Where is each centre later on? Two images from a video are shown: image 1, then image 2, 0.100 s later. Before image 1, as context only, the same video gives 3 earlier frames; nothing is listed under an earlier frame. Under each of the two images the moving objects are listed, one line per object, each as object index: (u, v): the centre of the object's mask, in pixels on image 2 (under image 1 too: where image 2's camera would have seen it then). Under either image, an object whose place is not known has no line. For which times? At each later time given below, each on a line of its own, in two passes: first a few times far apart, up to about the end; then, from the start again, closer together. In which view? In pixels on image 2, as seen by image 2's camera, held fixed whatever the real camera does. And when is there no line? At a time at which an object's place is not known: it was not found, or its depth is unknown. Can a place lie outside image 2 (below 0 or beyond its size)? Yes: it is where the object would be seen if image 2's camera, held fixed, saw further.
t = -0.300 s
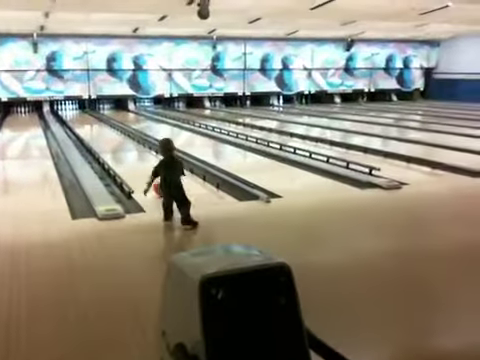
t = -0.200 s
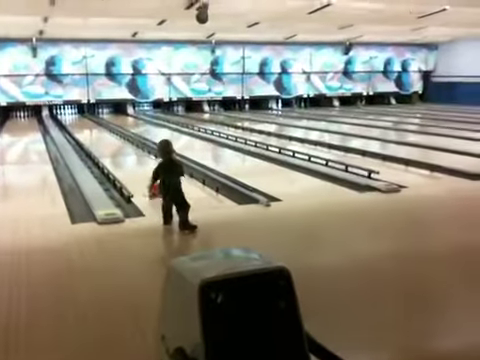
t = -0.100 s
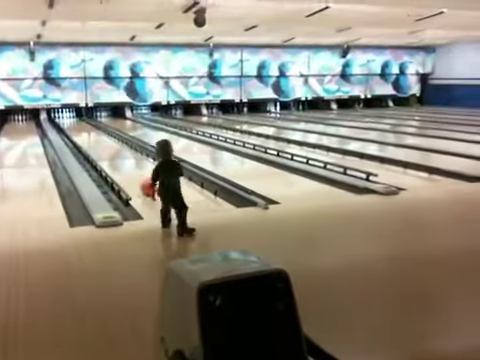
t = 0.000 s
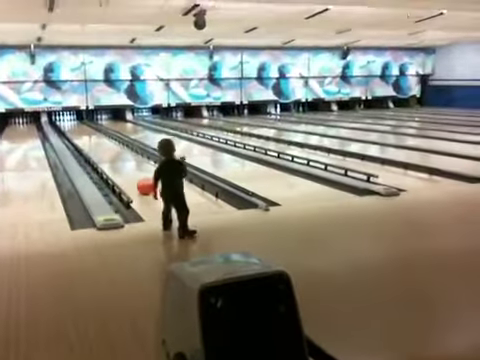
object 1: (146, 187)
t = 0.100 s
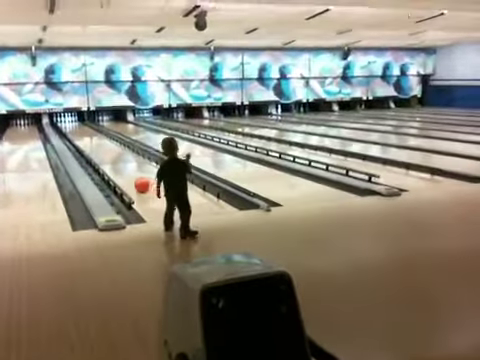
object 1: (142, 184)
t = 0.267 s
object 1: (135, 180)
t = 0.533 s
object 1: (126, 174)
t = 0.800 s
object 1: (119, 170)
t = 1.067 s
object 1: (113, 165)
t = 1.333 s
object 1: (106, 159)
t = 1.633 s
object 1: (102, 155)
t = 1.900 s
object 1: (97, 152)
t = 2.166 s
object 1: (94, 149)
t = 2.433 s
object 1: (91, 149)
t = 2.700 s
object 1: (88, 146)
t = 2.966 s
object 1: (87, 145)
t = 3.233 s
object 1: (84, 142)
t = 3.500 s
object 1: (83, 141)
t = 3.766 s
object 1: (81, 139)
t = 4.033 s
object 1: (80, 136)
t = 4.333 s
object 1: (79, 134)
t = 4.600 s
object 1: (78, 133)
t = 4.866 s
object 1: (79, 133)
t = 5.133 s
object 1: (79, 132)
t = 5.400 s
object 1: (79, 130)
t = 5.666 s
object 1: (79, 128)
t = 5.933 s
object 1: (79, 129)
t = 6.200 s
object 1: (79, 127)
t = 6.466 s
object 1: (79, 125)
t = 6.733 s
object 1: (79, 124)
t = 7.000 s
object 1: (80, 123)
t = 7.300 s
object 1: (81, 122)
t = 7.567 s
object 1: (81, 122)
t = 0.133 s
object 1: (141, 183)
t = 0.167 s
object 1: (139, 183)
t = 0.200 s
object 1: (137, 182)
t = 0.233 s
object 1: (136, 181)
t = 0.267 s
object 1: (135, 180)
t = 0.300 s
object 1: (134, 179)
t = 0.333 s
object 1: (133, 178)
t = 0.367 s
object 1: (132, 177)
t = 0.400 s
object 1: (131, 176)
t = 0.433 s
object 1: (129, 176)
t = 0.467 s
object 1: (129, 174)
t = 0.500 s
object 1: (127, 174)
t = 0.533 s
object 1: (126, 174)
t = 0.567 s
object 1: (125, 173)
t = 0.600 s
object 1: (124, 172)
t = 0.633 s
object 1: (123, 172)
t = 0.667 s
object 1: (122, 171)
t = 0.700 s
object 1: (121, 170)
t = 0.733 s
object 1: (121, 170)
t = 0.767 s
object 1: (120, 170)
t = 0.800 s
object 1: (119, 170)
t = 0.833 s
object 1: (119, 170)
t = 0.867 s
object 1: (118, 168)
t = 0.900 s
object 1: (117, 168)
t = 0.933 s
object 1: (116, 167)
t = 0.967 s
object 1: (114, 166)
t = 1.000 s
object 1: (114, 165)
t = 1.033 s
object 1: (113, 165)
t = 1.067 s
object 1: (113, 165)
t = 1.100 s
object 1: (112, 165)
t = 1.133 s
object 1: (112, 164)
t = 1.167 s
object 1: (111, 164)
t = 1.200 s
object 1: (109, 162)
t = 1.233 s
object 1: (109, 162)
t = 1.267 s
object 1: (109, 162)
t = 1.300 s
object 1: (107, 160)
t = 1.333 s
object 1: (106, 159)
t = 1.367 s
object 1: (105, 160)
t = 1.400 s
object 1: (105, 159)
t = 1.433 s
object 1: (105, 159)
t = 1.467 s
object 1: (104, 159)
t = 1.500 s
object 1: (104, 158)
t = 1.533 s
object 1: (103, 157)
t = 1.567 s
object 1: (102, 157)
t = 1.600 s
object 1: (102, 156)
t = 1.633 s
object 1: (102, 155)
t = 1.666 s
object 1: (101, 155)
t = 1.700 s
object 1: (100, 155)
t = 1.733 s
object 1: (100, 155)
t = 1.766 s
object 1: (100, 154)
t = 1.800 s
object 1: (99, 154)
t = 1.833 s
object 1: (98, 153)
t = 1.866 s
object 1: (98, 153)
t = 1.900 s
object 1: (97, 152)
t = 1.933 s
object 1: (97, 153)
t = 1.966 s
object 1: (96, 152)
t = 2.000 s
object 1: (96, 152)
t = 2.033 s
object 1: (96, 152)
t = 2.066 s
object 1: (95, 152)
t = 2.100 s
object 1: (94, 150)
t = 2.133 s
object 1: (94, 150)
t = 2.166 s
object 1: (94, 149)
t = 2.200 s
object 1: (93, 150)
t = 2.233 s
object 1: (93, 149)
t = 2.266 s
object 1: (92, 149)
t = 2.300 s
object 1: (91, 149)
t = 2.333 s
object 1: (91, 149)
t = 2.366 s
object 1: (91, 149)
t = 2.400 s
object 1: (91, 149)
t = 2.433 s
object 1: (91, 149)
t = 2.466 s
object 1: (89, 147)
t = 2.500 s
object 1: (89, 147)
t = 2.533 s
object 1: (89, 147)
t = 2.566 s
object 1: (89, 147)
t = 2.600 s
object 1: (88, 147)
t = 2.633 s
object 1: (88, 147)
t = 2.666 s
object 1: (88, 146)
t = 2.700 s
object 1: (88, 146)
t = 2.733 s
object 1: (88, 146)
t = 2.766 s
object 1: (88, 145)
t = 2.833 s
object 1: (87, 146)
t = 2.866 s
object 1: (87, 145)
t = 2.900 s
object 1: (87, 145)
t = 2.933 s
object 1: (87, 145)
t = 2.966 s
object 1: (87, 145)
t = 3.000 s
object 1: (87, 145)
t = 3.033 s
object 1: (86, 144)
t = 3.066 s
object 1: (85, 143)
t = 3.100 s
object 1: (85, 143)
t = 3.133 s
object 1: (85, 143)
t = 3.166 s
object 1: (85, 143)
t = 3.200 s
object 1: (85, 143)
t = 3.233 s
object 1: (84, 142)
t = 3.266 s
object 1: (84, 142)
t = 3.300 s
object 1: (84, 141)
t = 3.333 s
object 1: (84, 141)
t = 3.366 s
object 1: (83, 141)
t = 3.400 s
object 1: (83, 141)
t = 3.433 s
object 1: (83, 141)
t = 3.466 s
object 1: (82, 141)
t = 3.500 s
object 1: (83, 141)
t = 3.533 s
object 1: (83, 140)
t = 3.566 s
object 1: (83, 141)
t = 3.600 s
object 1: (83, 140)
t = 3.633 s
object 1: (83, 140)
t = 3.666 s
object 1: (82, 140)
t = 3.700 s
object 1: (82, 140)
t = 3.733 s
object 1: (81, 139)
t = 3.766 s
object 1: (81, 139)
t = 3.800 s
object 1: (81, 139)
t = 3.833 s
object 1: (81, 138)
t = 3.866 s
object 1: (80, 137)
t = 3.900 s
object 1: (80, 136)
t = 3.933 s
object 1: (80, 137)
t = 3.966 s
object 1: (80, 137)
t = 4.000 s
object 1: (80, 136)
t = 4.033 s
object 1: (80, 136)
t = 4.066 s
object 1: (80, 136)
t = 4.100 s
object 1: (79, 136)
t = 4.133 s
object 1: (79, 136)
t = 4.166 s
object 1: (79, 135)
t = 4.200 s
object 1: (79, 135)
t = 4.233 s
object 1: (79, 135)
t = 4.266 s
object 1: (79, 135)
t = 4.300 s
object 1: (79, 134)
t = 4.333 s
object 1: (79, 134)
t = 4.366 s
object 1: (79, 133)
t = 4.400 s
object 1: (79, 133)
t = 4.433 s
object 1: (79, 133)
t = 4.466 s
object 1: (79, 133)
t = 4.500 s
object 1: (79, 133)
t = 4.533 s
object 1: (79, 134)
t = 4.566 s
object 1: (79, 134)
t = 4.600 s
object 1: (78, 133)
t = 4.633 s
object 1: (79, 133)
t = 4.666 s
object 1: (79, 133)
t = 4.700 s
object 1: (79, 133)
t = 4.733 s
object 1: (79, 133)
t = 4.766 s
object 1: (79, 132)
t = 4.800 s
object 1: (79, 132)
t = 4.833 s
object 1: (79, 133)
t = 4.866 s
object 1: (79, 133)
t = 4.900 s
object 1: (79, 132)
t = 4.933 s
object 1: (79, 132)
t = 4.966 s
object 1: (79, 132)
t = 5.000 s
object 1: (79, 132)
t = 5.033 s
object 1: (79, 132)
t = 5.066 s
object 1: (79, 132)
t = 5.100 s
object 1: (79, 132)
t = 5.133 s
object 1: (79, 132)
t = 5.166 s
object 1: (79, 131)
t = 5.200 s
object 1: (79, 131)
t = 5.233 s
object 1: (79, 131)
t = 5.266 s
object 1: (78, 131)
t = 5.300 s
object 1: (79, 130)
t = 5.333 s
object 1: (79, 130)
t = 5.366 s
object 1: (79, 130)
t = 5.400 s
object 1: (79, 130)
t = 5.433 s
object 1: (79, 130)
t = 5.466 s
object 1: (79, 129)
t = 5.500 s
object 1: (78, 129)
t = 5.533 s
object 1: (78, 129)
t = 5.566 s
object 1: (78, 129)
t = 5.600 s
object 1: (79, 129)
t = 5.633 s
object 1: (78, 128)
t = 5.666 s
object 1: (79, 128)
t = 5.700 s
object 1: (79, 128)
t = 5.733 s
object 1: (78, 128)
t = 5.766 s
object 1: (79, 128)
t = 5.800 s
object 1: (79, 128)
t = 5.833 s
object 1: (78, 128)
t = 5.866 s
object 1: (78, 128)
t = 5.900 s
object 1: (78, 128)
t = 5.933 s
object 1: (79, 129)
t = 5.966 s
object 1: (79, 129)
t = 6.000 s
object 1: (79, 129)
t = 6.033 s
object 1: (79, 129)
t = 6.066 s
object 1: (79, 128)
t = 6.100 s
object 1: (79, 128)
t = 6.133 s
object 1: (79, 129)
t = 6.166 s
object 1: (79, 128)
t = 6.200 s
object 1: (79, 127)
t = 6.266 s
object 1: (79, 127)
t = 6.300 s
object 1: (79, 126)
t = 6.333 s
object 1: (80, 126)
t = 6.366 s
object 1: (80, 126)
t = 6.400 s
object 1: (79, 126)
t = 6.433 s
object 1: (80, 125)
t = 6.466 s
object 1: (79, 125)
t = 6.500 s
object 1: (80, 125)
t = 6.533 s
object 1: (80, 124)
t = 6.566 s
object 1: (80, 125)
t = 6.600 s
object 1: (80, 124)
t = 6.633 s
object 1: (80, 124)
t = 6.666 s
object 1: (80, 124)
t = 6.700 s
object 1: (80, 124)
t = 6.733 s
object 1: (79, 124)
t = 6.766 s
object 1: (80, 124)
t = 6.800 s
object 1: (80, 124)
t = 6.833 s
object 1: (80, 124)
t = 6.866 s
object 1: (80, 124)
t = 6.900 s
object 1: (80, 124)
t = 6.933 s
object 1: (80, 124)
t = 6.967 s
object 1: (80, 123)
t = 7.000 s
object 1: (80, 123)
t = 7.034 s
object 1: (81, 123)
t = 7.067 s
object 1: (81, 122)
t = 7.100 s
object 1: (81, 122)
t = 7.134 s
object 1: (81, 122)
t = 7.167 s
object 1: (81, 122)
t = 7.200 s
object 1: (81, 122)
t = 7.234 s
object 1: (81, 122)
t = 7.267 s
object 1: (81, 122)
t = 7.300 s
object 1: (81, 122)
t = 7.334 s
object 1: (81, 122)
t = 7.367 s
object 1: (81, 122)
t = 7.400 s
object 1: (81, 122)
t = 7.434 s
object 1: (81, 122)
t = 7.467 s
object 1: (81, 122)
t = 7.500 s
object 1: (81, 122)
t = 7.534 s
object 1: (81, 122)
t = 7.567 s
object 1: (81, 122)
